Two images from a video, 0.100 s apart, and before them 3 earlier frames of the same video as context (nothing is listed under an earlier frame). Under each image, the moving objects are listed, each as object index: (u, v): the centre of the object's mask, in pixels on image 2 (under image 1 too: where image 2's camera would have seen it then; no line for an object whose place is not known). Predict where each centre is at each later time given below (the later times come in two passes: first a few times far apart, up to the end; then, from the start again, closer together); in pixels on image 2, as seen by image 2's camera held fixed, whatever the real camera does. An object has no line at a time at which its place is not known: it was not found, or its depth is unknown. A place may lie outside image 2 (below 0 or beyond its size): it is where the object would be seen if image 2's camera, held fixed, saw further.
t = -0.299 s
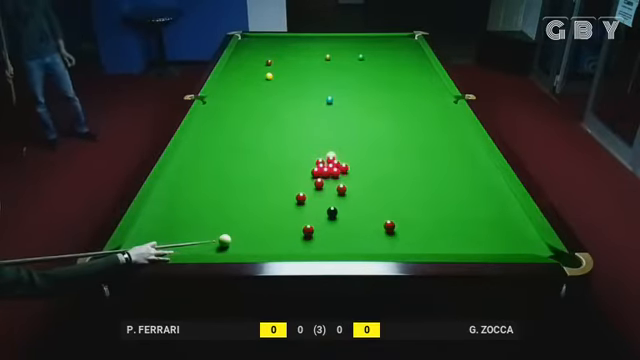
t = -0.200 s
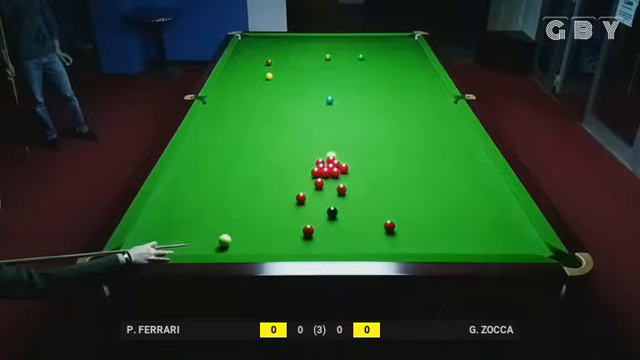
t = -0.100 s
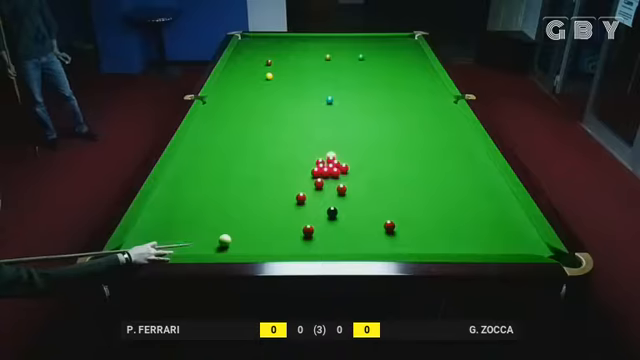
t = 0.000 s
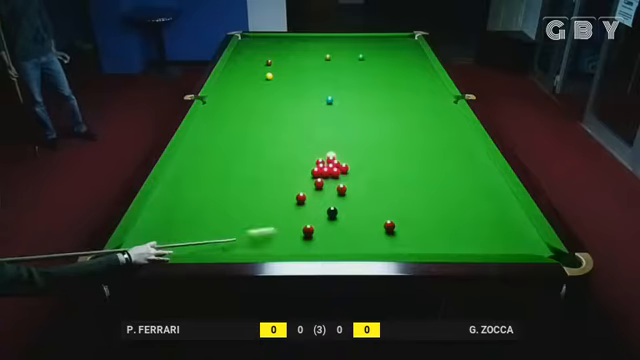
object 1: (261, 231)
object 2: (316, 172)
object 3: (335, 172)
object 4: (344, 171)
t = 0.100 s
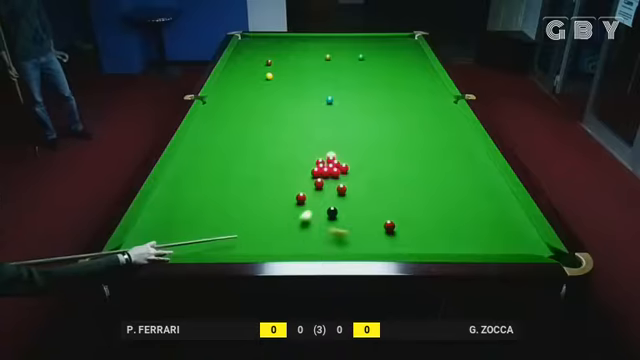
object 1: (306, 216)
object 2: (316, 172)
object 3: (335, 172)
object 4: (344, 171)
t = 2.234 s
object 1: (347, 164)
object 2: (302, 181)
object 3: (373, 181)
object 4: (390, 154)
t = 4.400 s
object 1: (348, 164)
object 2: (302, 181)
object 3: (373, 182)
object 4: (394, 153)
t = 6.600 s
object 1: (348, 164)
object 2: (302, 181)
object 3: (373, 182)
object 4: (394, 153)
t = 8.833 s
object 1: (348, 164)
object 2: (302, 181)
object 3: (373, 182)
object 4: (394, 153)
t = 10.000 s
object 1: (348, 164)
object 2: (302, 181)
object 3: (373, 182)
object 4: (394, 153)
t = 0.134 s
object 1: (310, 210)
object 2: (316, 172)
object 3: (335, 172)
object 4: (344, 171)
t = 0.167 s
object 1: (315, 205)
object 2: (316, 172)
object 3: (335, 172)
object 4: (344, 171)
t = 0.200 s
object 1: (319, 200)
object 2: (316, 172)
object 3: (335, 172)
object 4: (344, 171)
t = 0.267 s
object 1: (327, 193)
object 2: (316, 172)
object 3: (335, 172)
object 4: (344, 171)
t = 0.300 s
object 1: (330, 188)
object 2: (316, 172)
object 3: (335, 172)
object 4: (344, 171)
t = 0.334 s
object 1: (331, 185)
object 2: (316, 172)
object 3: (335, 172)
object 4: (344, 171)
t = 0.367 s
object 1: (332, 181)
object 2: (316, 172)
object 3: (336, 172)
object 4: (345, 170)
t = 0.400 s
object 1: (333, 178)
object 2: (316, 172)
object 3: (336, 171)
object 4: (344, 171)
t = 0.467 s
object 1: (333, 177)
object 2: (315, 172)
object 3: (339, 170)
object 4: (345, 171)
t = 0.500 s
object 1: (332, 176)
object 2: (314, 173)
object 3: (340, 171)
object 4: (347, 169)
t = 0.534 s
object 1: (332, 175)
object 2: (314, 173)
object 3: (341, 172)
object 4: (349, 168)
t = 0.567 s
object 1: (333, 175)
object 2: (313, 173)
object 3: (343, 173)
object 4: (349, 167)
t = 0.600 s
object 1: (333, 175)
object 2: (312, 173)
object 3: (343, 173)
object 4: (350, 166)
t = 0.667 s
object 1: (334, 174)
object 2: (311, 174)
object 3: (346, 173)
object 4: (352, 165)
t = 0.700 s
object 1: (335, 174)
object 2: (311, 174)
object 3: (347, 174)
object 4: (354, 165)
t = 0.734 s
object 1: (335, 173)
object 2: (310, 174)
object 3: (348, 174)
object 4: (355, 165)
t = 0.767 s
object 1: (336, 173)
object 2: (310, 175)
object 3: (349, 174)
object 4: (356, 164)
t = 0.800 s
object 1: (336, 173)
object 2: (309, 176)
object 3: (350, 175)
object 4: (357, 163)
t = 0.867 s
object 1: (337, 172)
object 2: (308, 176)
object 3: (351, 175)
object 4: (360, 163)
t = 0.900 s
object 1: (337, 171)
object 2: (308, 176)
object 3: (352, 175)
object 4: (360, 162)
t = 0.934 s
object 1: (338, 171)
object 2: (308, 177)
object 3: (353, 175)
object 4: (361, 162)
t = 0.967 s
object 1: (338, 171)
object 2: (307, 177)
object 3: (354, 175)
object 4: (363, 162)
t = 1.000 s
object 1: (338, 170)
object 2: (307, 177)
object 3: (355, 176)
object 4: (364, 161)
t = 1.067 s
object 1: (339, 170)
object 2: (306, 177)
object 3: (357, 176)
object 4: (366, 161)
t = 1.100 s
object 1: (340, 169)
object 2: (306, 178)
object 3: (357, 176)
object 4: (367, 160)
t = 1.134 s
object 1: (340, 169)
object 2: (305, 178)
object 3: (358, 177)
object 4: (368, 160)
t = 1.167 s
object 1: (340, 169)
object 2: (305, 178)
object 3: (359, 177)
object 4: (368, 160)
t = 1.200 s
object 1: (340, 168)
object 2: (305, 178)
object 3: (360, 177)
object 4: (369, 160)
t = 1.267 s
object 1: (341, 167)
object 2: (304, 179)
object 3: (361, 178)
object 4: (371, 159)
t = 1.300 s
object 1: (341, 167)
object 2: (304, 179)
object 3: (362, 178)
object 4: (372, 159)
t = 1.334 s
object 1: (342, 167)
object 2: (304, 179)
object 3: (362, 178)
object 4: (373, 159)
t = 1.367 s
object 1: (342, 167)
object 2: (304, 179)
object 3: (363, 178)
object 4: (374, 158)
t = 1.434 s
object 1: (342, 166)
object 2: (303, 180)
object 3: (364, 179)
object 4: (375, 158)
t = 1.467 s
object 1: (343, 167)
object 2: (303, 180)
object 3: (365, 179)
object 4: (376, 157)
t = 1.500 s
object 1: (343, 166)
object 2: (303, 180)
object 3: (365, 179)
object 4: (377, 157)
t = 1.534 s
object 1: (344, 166)
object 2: (303, 180)
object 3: (366, 179)
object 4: (378, 157)
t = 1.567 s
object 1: (344, 166)
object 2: (303, 180)
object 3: (366, 179)
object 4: (378, 157)
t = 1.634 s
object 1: (344, 166)
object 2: (303, 180)
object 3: (367, 180)
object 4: (380, 156)
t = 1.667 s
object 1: (345, 165)
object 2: (302, 180)
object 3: (368, 180)
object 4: (380, 156)
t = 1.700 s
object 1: (345, 165)
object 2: (302, 180)
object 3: (368, 180)
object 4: (381, 156)
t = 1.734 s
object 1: (345, 165)
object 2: (302, 181)
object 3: (369, 180)
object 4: (382, 156)
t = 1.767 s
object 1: (345, 165)
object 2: (302, 181)
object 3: (369, 180)
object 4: (383, 156)
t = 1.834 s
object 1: (346, 165)
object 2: (302, 181)
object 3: (370, 180)
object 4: (384, 156)
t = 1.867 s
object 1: (346, 165)
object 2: (302, 181)
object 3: (370, 180)
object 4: (384, 155)
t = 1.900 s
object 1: (346, 164)
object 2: (302, 181)
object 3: (370, 181)
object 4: (385, 155)
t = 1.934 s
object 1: (346, 165)
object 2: (302, 181)
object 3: (371, 181)
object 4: (385, 155)
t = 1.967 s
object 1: (347, 165)
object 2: (302, 181)
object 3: (371, 181)
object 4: (386, 155)
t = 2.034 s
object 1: (347, 164)
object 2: (302, 181)
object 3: (372, 181)
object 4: (387, 155)
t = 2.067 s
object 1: (347, 165)
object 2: (302, 181)
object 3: (372, 181)
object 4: (387, 155)
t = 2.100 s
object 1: (347, 164)
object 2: (302, 181)
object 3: (372, 181)
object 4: (388, 154)
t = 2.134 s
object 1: (347, 164)
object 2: (302, 181)
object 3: (372, 181)
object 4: (388, 154)
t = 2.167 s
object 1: (347, 164)
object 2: (302, 181)
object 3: (372, 181)
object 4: (389, 155)
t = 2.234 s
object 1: (347, 164)
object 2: (302, 181)
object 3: (373, 181)
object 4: (390, 154)
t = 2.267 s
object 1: (347, 164)
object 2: (302, 181)
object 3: (373, 181)
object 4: (390, 154)
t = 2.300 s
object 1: (348, 164)
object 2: (302, 181)
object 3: (373, 181)
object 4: (391, 154)
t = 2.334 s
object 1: (347, 164)
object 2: (302, 181)
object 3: (373, 181)
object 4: (391, 154)
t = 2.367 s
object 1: (347, 164)
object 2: (302, 181)
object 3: (373, 181)
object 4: (391, 154)
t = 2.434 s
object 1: (348, 164)
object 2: (302, 181)
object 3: (373, 182)
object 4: (392, 154)
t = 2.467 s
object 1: (348, 164)
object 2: (302, 181)
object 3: (373, 182)
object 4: (392, 154)
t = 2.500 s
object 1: (348, 164)
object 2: (302, 181)
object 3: (373, 182)
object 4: (393, 154)
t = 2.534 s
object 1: (348, 164)
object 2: (302, 181)
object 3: (373, 182)
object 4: (393, 154)
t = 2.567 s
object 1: (348, 164)
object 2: (302, 181)
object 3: (373, 182)
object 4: (393, 154)
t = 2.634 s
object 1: (348, 164)
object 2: (302, 181)
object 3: (373, 182)
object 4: (394, 154)
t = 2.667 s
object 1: (348, 164)
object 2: (302, 181)
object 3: (373, 182)
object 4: (394, 154)
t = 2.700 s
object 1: (348, 164)
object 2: (302, 181)
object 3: (373, 182)
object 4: (394, 154)
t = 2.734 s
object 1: (348, 164)
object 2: (302, 181)
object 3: (373, 182)
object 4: (394, 154)
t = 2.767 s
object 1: (348, 164)
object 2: (302, 181)
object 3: (373, 182)
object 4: (394, 154)
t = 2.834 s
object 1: (348, 164)
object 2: (302, 181)
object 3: (373, 182)
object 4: (394, 154)
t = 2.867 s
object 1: (348, 164)
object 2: (302, 181)
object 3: (373, 182)
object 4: (394, 154)
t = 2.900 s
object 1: (348, 164)
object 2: (302, 181)
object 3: (373, 182)
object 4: (394, 154)
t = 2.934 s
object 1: (348, 164)
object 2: (302, 181)
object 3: (373, 182)
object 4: (394, 154)
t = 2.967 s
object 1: (348, 164)
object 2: (302, 181)
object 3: (373, 182)
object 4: (394, 154)
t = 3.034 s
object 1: (348, 164)
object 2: (302, 181)
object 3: (373, 182)
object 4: (394, 154)
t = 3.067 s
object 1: (348, 164)
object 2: (302, 181)
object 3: (373, 182)
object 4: (394, 154)
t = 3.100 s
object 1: (348, 164)
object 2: (302, 181)
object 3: (373, 182)
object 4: (394, 154)
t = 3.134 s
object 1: (348, 164)
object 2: (302, 181)
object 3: (373, 182)
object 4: (394, 154)
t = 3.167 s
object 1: (348, 164)
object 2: (302, 181)
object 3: (373, 182)
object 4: (394, 154)
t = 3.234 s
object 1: (348, 164)
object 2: (302, 181)
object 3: (373, 182)
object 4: (394, 154)
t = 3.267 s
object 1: (348, 164)
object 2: (302, 181)
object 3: (373, 182)
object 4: (394, 154)
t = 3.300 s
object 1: (348, 164)
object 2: (302, 181)
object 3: (373, 182)
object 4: (394, 154)
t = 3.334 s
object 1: (348, 164)
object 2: (302, 181)
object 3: (373, 182)
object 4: (394, 153)
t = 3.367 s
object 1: (348, 164)
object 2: (302, 181)
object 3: (373, 182)
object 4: (394, 154)
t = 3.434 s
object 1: (348, 164)
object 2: (302, 181)
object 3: (373, 182)
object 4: (394, 154)
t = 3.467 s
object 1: (348, 164)
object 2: (302, 181)
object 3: (373, 182)
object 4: (394, 153)
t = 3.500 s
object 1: (348, 164)
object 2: (302, 181)
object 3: (373, 182)
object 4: (394, 153)
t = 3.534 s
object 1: (348, 164)
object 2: (302, 181)
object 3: (373, 182)
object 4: (394, 153)
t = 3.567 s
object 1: (348, 164)
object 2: (302, 181)
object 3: (373, 182)
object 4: (394, 153)
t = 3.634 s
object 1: (348, 164)
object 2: (302, 181)
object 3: (373, 182)
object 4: (394, 153)
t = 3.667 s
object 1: (348, 164)
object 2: (302, 181)
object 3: (373, 182)
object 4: (394, 153)
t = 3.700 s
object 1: (348, 164)
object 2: (302, 181)
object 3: (373, 182)
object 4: (394, 153)
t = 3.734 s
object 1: (348, 164)
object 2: (302, 181)
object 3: (373, 182)
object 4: (394, 153)
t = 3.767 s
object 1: (348, 164)
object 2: (302, 181)
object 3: (373, 182)
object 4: (394, 153)
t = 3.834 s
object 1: (348, 164)
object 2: (302, 181)
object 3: (373, 182)
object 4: (394, 153)
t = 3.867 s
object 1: (348, 164)
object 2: (302, 181)
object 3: (373, 182)
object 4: (394, 153)
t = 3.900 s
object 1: (348, 164)
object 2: (302, 181)
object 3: (373, 182)
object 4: (394, 153)
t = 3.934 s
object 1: (348, 164)
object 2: (302, 181)
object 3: (373, 182)
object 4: (394, 153)
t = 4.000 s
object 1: (348, 164)
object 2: (302, 181)
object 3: (373, 182)
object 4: (394, 153)
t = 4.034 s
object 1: (348, 164)
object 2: (302, 181)
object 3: (373, 182)
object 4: (394, 153)
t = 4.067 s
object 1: (348, 164)
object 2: (302, 181)
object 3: (373, 182)
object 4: (394, 153)
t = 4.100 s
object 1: (348, 164)
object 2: (302, 181)
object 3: (373, 182)
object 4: (394, 153)
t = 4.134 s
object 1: (348, 164)
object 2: (302, 181)
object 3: (373, 182)
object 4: (394, 153)
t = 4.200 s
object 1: (348, 164)
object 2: (302, 181)
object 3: (373, 182)
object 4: (394, 153)
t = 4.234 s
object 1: (348, 164)
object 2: (302, 181)
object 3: (373, 182)
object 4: (394, 153)
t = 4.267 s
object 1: (348, 164)
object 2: (302, 181)
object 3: (373, 182)
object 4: (394, 153)
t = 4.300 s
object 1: (348, 164)
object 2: (302, 181)
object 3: (373, 182)
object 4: (394, 153)
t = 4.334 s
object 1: (348, 164)
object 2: (302, 181)
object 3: (373, 182)
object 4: (394, 153)
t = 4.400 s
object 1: (348, 164)
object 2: (302, 181)
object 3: (373, 182)
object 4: (394, 153)
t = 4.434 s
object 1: (348, 164)
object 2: (302, 181)
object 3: (373, 182)
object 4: (394, 153)
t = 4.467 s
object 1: (348, 164)
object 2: (302, 181)
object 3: (373, 182)
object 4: (394, 153)
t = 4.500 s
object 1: (348, 164)
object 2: (302, 181)
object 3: (373, 182)
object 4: (394, 153)
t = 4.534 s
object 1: (348, 164)
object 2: (302, 181)
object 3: (373, 182)
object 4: (394, 153)
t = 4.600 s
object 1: (348, 164)
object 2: (302, 181)
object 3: (373, 182)
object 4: (394, 153)
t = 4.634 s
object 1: (348, 164)
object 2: (302, 180)
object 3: (373, 182)
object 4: (394, 153)
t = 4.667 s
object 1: (348, 164)
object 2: (302, 181)
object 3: (373, 182)
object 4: (394, 153)
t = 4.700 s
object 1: (348, 164)
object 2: (302, 180)
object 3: (373, 182)
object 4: (394, 153)
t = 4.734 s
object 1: (348, 164)
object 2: (302, 181)
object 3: (373, 182)
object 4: (394, 153)
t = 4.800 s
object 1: (348, 164)
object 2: (302, 181)
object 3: (373, 182)
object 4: (394, 153)
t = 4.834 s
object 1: (348, 164)
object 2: (302, 181)
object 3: (373, 182)
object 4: (394, 153)
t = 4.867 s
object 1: (348, 164)
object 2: (302, 181)
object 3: (373, 182)
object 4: (394, 153)
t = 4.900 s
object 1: (348, 164)
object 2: (302, 181)
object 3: (373, 182)
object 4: (394, 153)
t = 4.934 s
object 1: (348, 164)
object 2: (302, 181)
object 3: (373, 182)
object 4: (394, 153)
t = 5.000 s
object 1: (348, 164)
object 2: (302, 181)
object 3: (373, 182)
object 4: (394, 153)
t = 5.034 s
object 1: (348, 164)
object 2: (302, 181)
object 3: (373, 182)
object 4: (394, 153)
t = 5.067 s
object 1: (348, 164)
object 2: (302, 181)
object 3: (373, 182)
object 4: (394, 153)
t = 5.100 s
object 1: (348, 164)
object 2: (302, 181)
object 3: (373, 182)
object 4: (394, 154)
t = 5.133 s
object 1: (348, 164)
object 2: (302, 181)
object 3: (373, 182)
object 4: (394, 154)
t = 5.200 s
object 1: (348, 164)
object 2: (302, 180)
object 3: (373, 182)
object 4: (394, 154)
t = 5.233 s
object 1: (348, 164)
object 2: (302, 180)
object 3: (373, 182)
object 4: (394, 154)
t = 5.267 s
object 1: (348, 164)
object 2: (302, 180)
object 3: (373, 182)
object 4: (394, 154)
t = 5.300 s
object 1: (348, 164)
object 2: (302, 180)
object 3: (373, 182)
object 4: (394, 154)
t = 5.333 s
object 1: (348, 164)
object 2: (302, 180)
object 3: (373, 182)
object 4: (394, 154)
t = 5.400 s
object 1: (348, 164)
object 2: (302, 180)
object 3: (373, 182)
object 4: (394, 154)
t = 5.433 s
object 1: (348, 164)
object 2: (302, 180)
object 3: (373, 182)
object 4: (394, 154)
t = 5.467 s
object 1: (348, 164)
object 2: (302, 180)
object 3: (373, 181)
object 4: (394, 154)
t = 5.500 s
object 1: (348, 164)
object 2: (302, 180)
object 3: (373, 181)
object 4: (394, 154)
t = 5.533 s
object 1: (348, 164)
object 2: (302, 180)
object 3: (373, 181)
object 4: (394, 154)
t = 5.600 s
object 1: (348, 164)
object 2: (302, 180)
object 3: (373, 181)
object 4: (394, 154)
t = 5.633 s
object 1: (348, 164)
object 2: (302, 181)
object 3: (373, 182)
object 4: (394, 153)
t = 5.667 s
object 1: (348, 164)
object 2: (302, 181)
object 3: (373, 182)
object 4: (394, 153)
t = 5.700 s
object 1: (348, 164)
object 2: (302, 181)
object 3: (373, 182)
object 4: (394, 154)
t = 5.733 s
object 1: (348, 164)
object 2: (302, 181)
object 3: (373, 182)
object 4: (394, 153)
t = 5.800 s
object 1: (348, 164)
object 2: (302, 181)
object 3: (373, 182)
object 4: (394, 153)
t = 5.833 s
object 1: (348, 164)
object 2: (302, 181)
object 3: (373, 182)
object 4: (394, 153)
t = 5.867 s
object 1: (348, 164)
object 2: (302, 181)
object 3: (373, 182)
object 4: (394, 153)
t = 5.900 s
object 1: (348, 164)
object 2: (302, 181)
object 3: (373, 182)
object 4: (394, 153)
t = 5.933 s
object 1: (348, 164)
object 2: (302, 181)
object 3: (373, 182)
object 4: (394, 153)
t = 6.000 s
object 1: (348, 164)
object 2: (302, 181)
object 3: (373, 182)
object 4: (394, 153)
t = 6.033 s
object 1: (348, 164)
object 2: (302, 181)
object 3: (373, 182)
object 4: (394, 153)
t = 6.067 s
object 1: (348, 164)
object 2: (302, 181)
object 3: (373, 182)
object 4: (394, 153)
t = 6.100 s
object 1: (348, 164)
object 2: (302, 181)
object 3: (373, 182)
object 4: (394, 153)
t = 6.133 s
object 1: (348, 164)
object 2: (302, 181)
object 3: (373, 182)
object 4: (394, 153)
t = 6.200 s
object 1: (348, 164)
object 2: (302, 181)
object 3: (373, 182)
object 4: (394, 153)
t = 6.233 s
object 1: (348, 164)
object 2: (302, 181)
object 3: (373, 182)
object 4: (394, 153)
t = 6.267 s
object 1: (348, 164)
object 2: (302, 181)
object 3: (373, 182)
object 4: (394, 153)
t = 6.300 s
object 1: (348, 164)
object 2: (302, 181)
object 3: (373, 182)
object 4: (394, 153)
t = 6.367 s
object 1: (348, 164)
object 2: (302, 181)
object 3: (373, 182)
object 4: (394, 153)
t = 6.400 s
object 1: (348, 164)
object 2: (302, 181)
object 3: (373, 182)
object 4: (394, 153)
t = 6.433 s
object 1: (348, 164)
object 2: (302, 181)
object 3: (373, 182)
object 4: (394, 153)
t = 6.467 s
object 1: (348, 164)
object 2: (302, 181)
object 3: (373, 182)
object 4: (394, 153)
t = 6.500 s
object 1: (348, 164)
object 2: (302, 181)
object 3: (373, 182)
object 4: (394, 153)
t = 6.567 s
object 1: (348, 164)
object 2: (302, 181)
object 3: (373, 182)
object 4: (394, 153)
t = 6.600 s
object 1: (348, 164)
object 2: (302, 181)
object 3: (373, 182)
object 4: (394, 153)
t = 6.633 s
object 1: (348, 164)
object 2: (302, 180)
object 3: (373, 182)
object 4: (394, 153)
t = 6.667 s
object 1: (348, 164)
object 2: (302, 180)
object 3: (373, 182)
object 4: (394, 153)
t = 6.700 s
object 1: (348, 164)
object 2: (302, 181)
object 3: (373, 182)
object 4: (394, 153)
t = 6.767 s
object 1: (348, 164)
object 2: (302, 181)
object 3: (373, 182)
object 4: (394, 153)
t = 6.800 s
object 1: (348, 164)
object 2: (302, 181)
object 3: (373, 182)
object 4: (394, 153)
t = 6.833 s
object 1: (348, 164)
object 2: (302, 181)
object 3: (373, 182)
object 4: (394, 153)
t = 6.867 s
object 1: (348, 164)
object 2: (302, 181)
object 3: (373, 182)
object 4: (394, 153)
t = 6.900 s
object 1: (348, 164)
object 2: (302, 181)
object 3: (373, 182)
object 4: (394, 153)
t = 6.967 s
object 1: (348, 164)
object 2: (302, 181)
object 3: (373, 182)
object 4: (394, 153)
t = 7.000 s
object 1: (348, 164)
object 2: (302, 181)
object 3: (373, 182)
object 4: (394, 153)
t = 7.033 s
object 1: (348, 164)
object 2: (302, 181)
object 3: (373, 182)
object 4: (394, 153)
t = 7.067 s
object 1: (348, 164)
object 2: (302, 181)
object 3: (373, 182)
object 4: (394, 153)
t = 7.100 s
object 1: (348, 164)
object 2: (302, 181)
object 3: (373, 182)
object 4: (394, 153)
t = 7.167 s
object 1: (348, 164)
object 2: (302, 181)
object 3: (373, 182)
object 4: (394, 153)
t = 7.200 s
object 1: (348, 164)
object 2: (302, 181)
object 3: (373, 182)
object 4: (394, 153)
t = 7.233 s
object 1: (348, 164)
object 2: (302, 181)
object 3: (373, 182)
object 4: (394, 153)
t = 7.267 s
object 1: (348, 164)
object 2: (302, 181)
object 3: (373, 182)
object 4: (394, 153)
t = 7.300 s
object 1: (348, 164)
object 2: (302, 181)
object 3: (373, 182)
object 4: (394, 153)
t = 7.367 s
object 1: (348, 164)
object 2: (302, 181)
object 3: (373, 182)
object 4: (394, 153)
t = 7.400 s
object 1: (348, 164)
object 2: (302, 181)
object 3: (373, 182)
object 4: (394, 153)
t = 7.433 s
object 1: (348, 164)
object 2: (302, 181)
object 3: (373, 182)
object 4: (394, 153)
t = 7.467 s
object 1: (348, 164)
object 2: (302, 181)
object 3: (373, 182)
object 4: (394, 153)
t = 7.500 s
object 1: (348, 164)
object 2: (302, 181)
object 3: (373, 182)
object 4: (394, 153)
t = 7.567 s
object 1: (348, 164)
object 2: (302, 181)
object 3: (373, 182)
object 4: (394, 153)
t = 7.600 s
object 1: (348, 164)
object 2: (302, 181)
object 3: (373, 182)
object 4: (394, 153)
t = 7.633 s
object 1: (348, 164)
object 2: (302, 181)
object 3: (373, 182)
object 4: (394, 153)
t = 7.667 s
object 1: (348, 164)
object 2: (302, 180)
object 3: (373, 182)
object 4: (394, 153)
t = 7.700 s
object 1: (348, 164)
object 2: (302, 180)
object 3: (373, 182)
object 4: (394, 153)
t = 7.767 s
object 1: (348, 164)
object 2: (302, 181)
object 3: (373, 182)
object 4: (394, 153)
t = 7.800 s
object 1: (348, 164)
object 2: (302, 181)
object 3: (373, 182)
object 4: (394, 153)
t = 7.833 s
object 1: (348, 164)
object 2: (302, 181)
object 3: (373, 182)
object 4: (394, 153)
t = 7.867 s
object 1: (348, 164)
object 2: (302, 181)
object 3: (373, 182)
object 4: (394, 153)
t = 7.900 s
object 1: (348, 164)
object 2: (302, 181)
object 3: (373, 182)
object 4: (394, 153)
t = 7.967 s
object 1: (348, 164)
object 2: (302, 181)
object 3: (373, 182)
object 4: (394, 153)
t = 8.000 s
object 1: (348, 164)
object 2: (302, 181)
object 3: (373, 182)
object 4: (394, 153)
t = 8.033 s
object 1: (348, 164)
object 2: (302, 181)
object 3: (373, 182)
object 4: (394, 153)
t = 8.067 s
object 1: (348, 164)
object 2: (302, 181)
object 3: (373, 182)
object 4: (394, 153)
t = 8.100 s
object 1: (348, 164)
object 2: (302, 181)
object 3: (373, 182)
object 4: (394, 153)
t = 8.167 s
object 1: (348, 164)
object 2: (302, 181)
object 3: (373, 182)
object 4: (394, 153)
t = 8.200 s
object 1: (348, 164)
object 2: (302, 181)
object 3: (373, 182)
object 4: (394, 153)
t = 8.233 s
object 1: (348, 164)
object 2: (302, 181)
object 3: (373, 182)
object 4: (394, 153)
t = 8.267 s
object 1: (348, 164)
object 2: (302, 181)
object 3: (373, 182)
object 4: (394, 153)
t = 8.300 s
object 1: (348, 164)
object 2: (302, 180)
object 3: (373, 182)
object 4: (394, 153)
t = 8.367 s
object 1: (348, 164)
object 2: (302, 181)
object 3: (373, 182)
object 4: (394, 153)
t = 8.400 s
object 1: (348, 164)
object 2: (302, 181)
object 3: (373, 182)
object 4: (394, 153)
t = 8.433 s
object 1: (348, 164)
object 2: (302, 181)
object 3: (373, 182)
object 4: (394, 153)
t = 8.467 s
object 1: (348, 164)
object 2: (302, 181)
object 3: (373, 182)
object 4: (394, 153)
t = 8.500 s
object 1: (348, 164)
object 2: (302, 181)
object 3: (373, 182)
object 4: (394, 153)
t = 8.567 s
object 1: (348, 164)
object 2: (302, 181)
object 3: (373, 182)
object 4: (394, 153)
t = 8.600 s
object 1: (348, 164)
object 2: (302, 181)
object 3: (373, 182)
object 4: (394, 153)
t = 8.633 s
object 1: (348, 164)
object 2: (302, 181)
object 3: (373, 182)
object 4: (394, 153)
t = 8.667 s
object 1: (348, 164)
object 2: (302, 181)
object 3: (373, 182)
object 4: (394, 153)
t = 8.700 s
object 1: (348, 164)
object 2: (302, 181)
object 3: (373, 182)
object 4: (394, 153)
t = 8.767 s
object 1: (348, 164)
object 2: (302, 181)
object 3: (373, 182)
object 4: (394, 153)
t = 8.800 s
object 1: (348, 164)
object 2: (302, 181)
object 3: (373, 182)
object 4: (394, 153)
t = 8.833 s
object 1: (348, 164)
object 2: (302, 181)
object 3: (373, 182)
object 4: (394, 153)
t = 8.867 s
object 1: (348, 164)
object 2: (302, 181)
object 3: (373, 182)
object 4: (394, 153)
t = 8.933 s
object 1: (348, 164)
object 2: (302, 181)
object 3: (373, 182)
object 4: (394, 153)
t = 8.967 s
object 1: (348, 164)
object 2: (302, 181)
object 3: (373, 182)
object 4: (394, 153)
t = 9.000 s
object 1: (348, 164)
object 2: (302, 181)
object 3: (373, 182)
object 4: (394, 153)
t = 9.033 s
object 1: (348, 164)
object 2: (302, 181)
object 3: (373, 182)
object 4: (394, 153)
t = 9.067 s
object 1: (348, 164)
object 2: (302, 181)
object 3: (373, 182)
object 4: (394, 153)
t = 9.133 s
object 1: (348, 164)
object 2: (302, 181)
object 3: (373, 182)
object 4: (394, 153)
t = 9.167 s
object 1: (348, 164)
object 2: (302, 181)
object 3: (373, 182)
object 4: (394, 153)
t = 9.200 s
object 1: (348, 164)
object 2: (302, 181)
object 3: (373, 182)
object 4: (394, 153)
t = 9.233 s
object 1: (348, 164)
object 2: (302, 181)
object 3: (373, 182)
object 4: (394, 153)
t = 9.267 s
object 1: (348, 164)
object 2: (302, 181)
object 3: (373, 182)
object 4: (394, 153)
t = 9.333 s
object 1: (348, 164)
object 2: (302, 181)
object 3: (373, 182)
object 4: (394, 153)
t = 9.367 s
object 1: (348, 164)
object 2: (302, 181)
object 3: (373, 182)
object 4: (394, 153)
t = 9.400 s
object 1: (348, 164)
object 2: (302, 181)
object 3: (373, 182)
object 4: (394, 153)
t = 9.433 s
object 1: (348, 164)
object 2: (302, 181)
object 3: (373, 182)
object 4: (394, 153)
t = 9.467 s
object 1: (348, 164)
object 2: (302, 181)
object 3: (373, 182)
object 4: (394, 153)
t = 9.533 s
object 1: (348, 164)
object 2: (302, 181)
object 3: (373, 182)
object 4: (394, 153)
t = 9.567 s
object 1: (348, 164)
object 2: (302, 181)
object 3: (373, 182)
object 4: (394, 153)
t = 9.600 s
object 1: (348, 164)
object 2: (302, 181)
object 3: (373, 182)
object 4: (394, 153)
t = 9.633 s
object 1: (348, 164)
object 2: (302, 181)
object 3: (373, 182)
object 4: (394, 153)
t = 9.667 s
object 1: (348, 164)
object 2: (302, 181)
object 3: (373, 182)
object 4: (394, 153)
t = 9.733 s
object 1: (348, 164)
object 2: (302, 181)
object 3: (373, 182)
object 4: (394, 153)
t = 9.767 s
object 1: (348, 164)
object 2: (302, 181)
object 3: (373, 182)
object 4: (394, 154)
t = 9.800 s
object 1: (348, 164)
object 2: (302, 181)
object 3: (373, 182)
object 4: (394, 154)
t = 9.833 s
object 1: (348, 164)
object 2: (302, 181)
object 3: (373, 182)
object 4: (394, 154)
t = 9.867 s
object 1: (348, 164)
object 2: (302, 181)
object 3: (373, 182)
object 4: (394, 154)
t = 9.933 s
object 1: (348, 164)
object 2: (302, 181)
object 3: (373, 182)
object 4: (394, 153)
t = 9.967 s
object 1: (348, 164)
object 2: (302, 181)
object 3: (373, 182)
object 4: (394, 153)
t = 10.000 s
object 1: (348, 164)
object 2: (302, 181)
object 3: (373, 182)
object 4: (394, 153)
